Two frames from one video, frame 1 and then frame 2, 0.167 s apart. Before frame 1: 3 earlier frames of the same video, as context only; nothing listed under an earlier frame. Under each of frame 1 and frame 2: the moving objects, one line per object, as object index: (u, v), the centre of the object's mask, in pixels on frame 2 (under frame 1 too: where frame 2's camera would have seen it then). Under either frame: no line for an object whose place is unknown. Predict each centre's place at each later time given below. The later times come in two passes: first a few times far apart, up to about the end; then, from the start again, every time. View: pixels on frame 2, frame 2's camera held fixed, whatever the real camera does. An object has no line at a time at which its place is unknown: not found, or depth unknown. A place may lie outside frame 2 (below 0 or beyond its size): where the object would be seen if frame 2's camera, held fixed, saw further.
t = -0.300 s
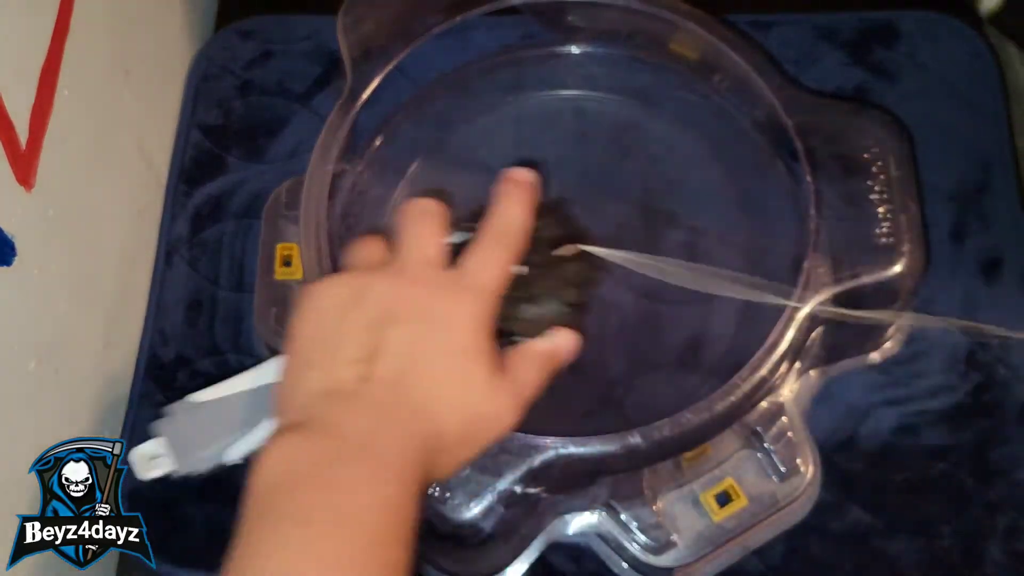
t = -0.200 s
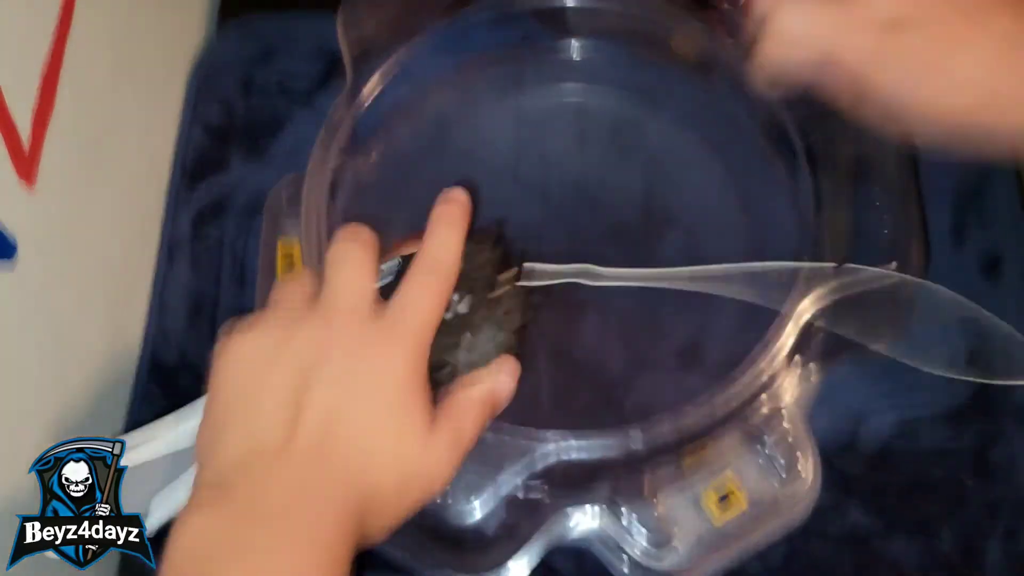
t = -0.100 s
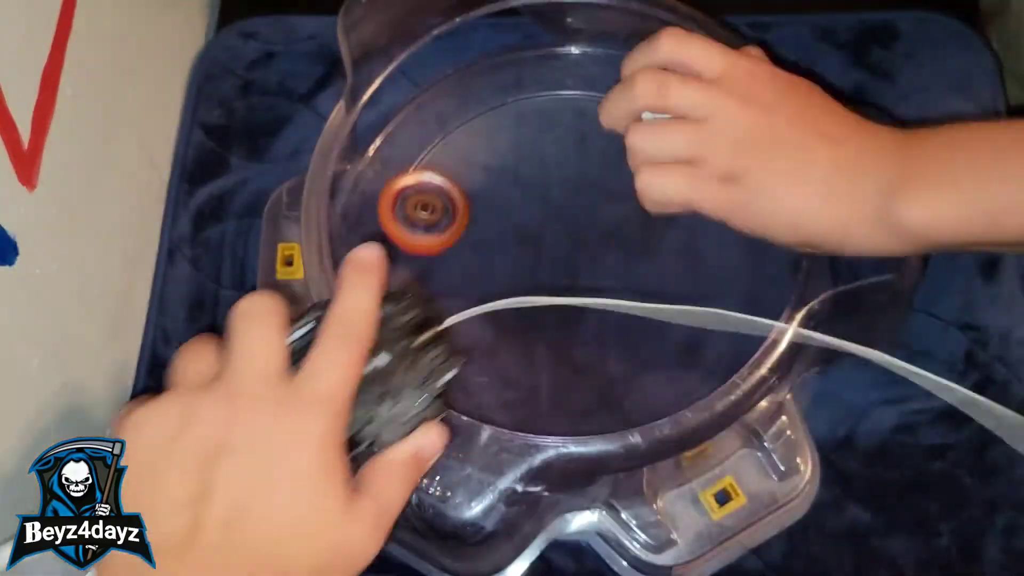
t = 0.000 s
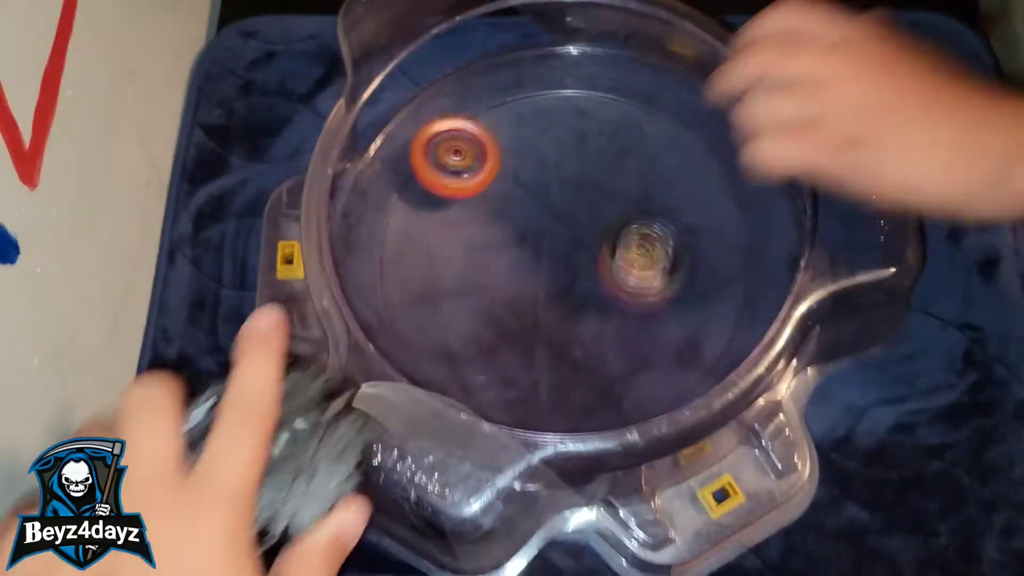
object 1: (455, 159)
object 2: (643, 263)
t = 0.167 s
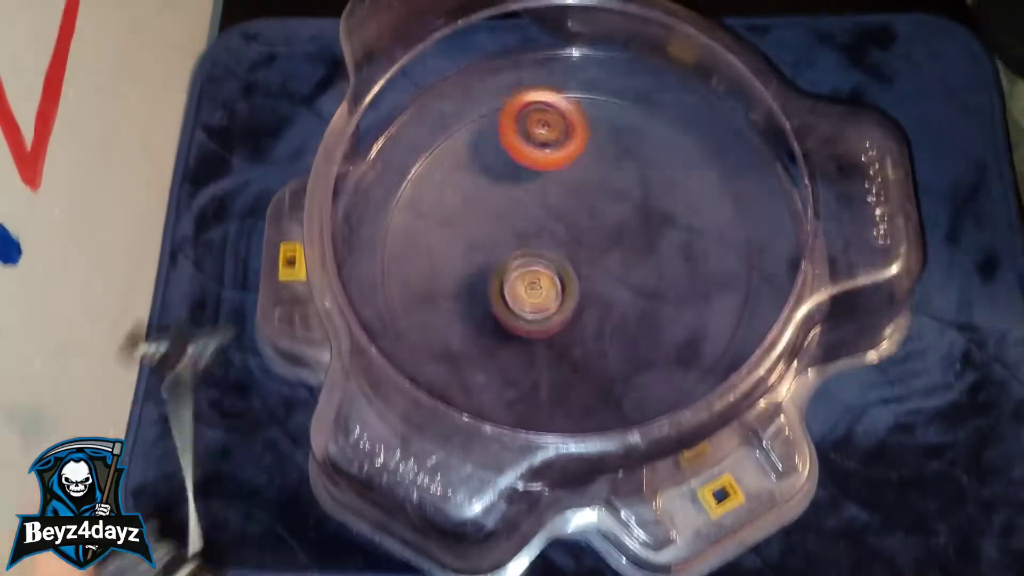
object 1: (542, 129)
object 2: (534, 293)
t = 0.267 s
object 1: (596, 150)
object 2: (518, 266)
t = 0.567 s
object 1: (649, 276)
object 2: (503, 278)
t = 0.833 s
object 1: (562, 279)
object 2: (496, 204)
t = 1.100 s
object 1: (585, 226)
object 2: (474, 291)
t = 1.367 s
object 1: (654, 84)
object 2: (553, 268)
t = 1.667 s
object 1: (529, 177)
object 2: (520, 286)
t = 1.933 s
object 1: (510, 154)
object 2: (629, 266)
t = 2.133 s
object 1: (448, 129)
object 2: (657, 247)
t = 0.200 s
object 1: (561, 133)
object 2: (527, 280)
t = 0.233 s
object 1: (579, 141)
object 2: (521, 274)
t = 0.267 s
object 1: (596, 150)
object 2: (518, 266)
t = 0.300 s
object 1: (612, 162)
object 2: (517, 259)
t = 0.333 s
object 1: (626, 177)
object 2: (512, 253)
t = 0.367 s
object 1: (637, 192)
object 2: (505, 250)
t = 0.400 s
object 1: (646, 207)
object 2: (496, 250)
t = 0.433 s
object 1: (653, 223)
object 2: (488, 253)
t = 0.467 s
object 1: (656, 238)
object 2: (484, 261)
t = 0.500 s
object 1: (657, 252)
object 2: (486, 269)
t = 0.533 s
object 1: (654, 265)
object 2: (492, 275)
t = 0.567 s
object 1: (649, 276)
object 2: (503, 278)
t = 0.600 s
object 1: (641, 284)
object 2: (515, 275)
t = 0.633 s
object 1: (631, 291)
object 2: (526, 268)
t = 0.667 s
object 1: (620, 296)
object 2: (533, 256)
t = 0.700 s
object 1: (608, 298)
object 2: (535, 242)
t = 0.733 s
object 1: (596, 297)
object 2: (531, 229)
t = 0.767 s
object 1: (584, 293)
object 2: (523, 217)
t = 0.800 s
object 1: (572, 287)
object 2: (510, 208)
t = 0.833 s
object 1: (562, 279)
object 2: (496, 204)
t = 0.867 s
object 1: (552, 268)
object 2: (483, 207)
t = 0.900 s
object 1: (551, 262)
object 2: (467, 209)
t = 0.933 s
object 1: (556, 260)
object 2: (446, 217)
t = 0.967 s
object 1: (562, 255)
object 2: (434, 227)
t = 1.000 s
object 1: (567, 249)
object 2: (429, 243)
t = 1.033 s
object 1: (573, 243)
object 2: (433, 264)
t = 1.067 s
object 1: (580, 235)
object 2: (449, 279)
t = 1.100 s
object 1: (585, 226)
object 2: (474, 291)
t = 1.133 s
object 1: (590, 216)
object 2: (502, 292)
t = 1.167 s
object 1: (594, 206)
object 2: (529, 284)
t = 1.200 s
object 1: (604, 189)
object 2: (543, 277)
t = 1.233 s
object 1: (628, 152)
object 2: (543, 282)
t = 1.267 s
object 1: (648, 116)
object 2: (547, 283)
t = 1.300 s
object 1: (660, 87)
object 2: (550, 279)
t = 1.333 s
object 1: (661, 78)
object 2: (552, 273)
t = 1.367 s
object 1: (654, 84)
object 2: (553, 268)
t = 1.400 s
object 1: (646, 89)
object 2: (550, 262)
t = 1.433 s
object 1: (635, 96)
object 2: (545, 256)
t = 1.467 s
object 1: (620, 109)
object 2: (539, 251)
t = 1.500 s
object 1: (603, 123)
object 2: (531, 250)
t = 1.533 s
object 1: (584, 139)
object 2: (523, 253)
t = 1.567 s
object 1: (565, 155)
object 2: (519, 258)
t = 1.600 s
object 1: (547, 168)
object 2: (517, 264)
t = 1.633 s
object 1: (533, 179)
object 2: (519, 269)
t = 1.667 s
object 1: (529, 177)
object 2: (520, 286)
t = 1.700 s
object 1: (532, 163)
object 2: (524, 303)
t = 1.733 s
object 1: (534, 151)
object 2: (538, 318)
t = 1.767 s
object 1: (533, 141)
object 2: (557, 326)
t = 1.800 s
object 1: (529, 135)
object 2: (577, 327)
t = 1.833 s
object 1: (523, 134)
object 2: (599, 320)
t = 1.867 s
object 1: (516, 137)
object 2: (616, 307)
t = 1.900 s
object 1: (511, 144)
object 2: (627, 287)
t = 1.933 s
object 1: (510, 154)
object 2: (629, 266)
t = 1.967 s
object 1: (515, 166)
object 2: (621, 245)
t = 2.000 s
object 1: (523, 175)
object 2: (605, 225)
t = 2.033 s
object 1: (502, 153)
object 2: (617, 238)
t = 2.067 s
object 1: (481, 137)
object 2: (631, 246)
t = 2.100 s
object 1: (463, 130)
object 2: (645, 249)
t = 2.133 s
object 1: (448, 129)
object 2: (657, 247)
